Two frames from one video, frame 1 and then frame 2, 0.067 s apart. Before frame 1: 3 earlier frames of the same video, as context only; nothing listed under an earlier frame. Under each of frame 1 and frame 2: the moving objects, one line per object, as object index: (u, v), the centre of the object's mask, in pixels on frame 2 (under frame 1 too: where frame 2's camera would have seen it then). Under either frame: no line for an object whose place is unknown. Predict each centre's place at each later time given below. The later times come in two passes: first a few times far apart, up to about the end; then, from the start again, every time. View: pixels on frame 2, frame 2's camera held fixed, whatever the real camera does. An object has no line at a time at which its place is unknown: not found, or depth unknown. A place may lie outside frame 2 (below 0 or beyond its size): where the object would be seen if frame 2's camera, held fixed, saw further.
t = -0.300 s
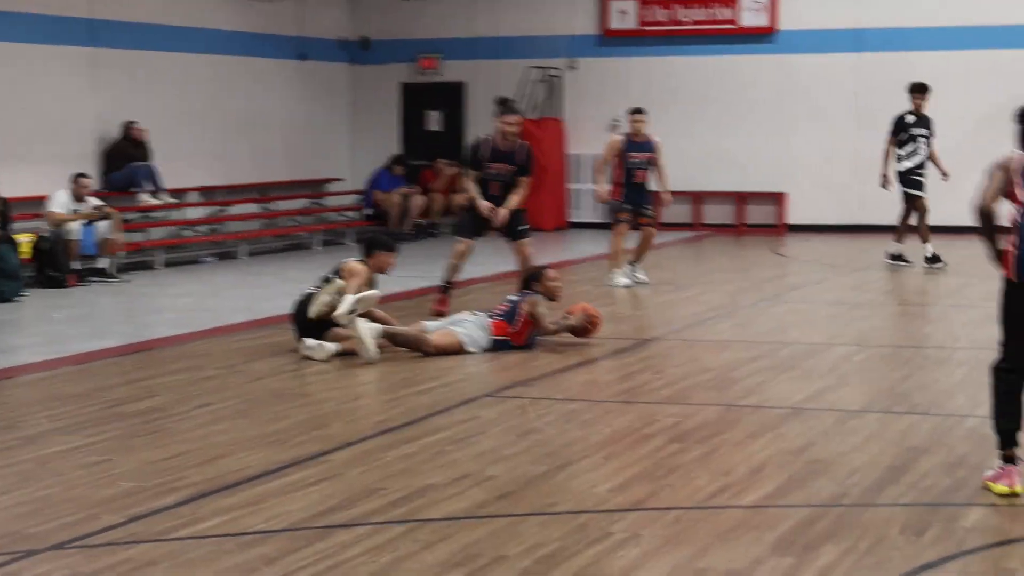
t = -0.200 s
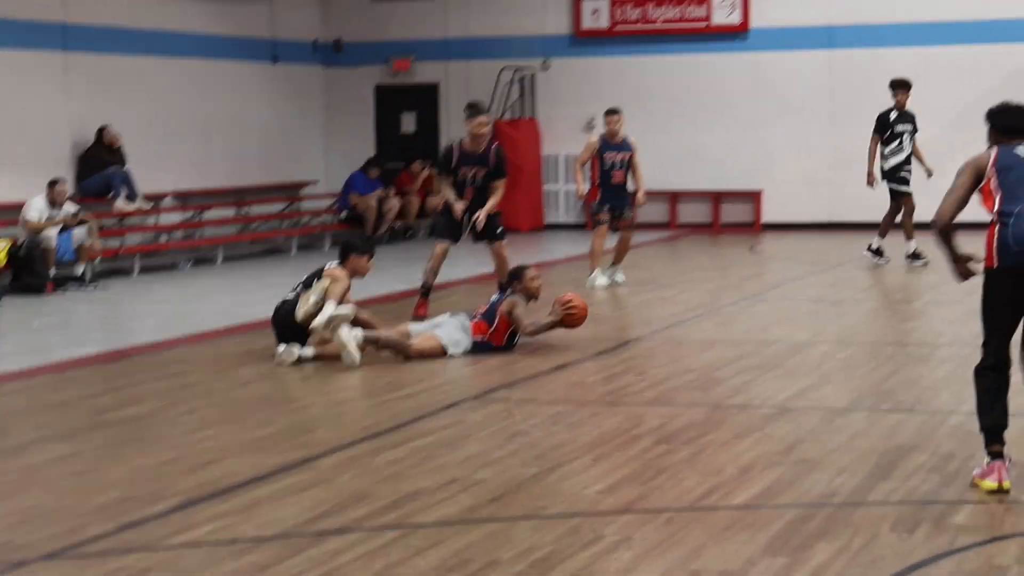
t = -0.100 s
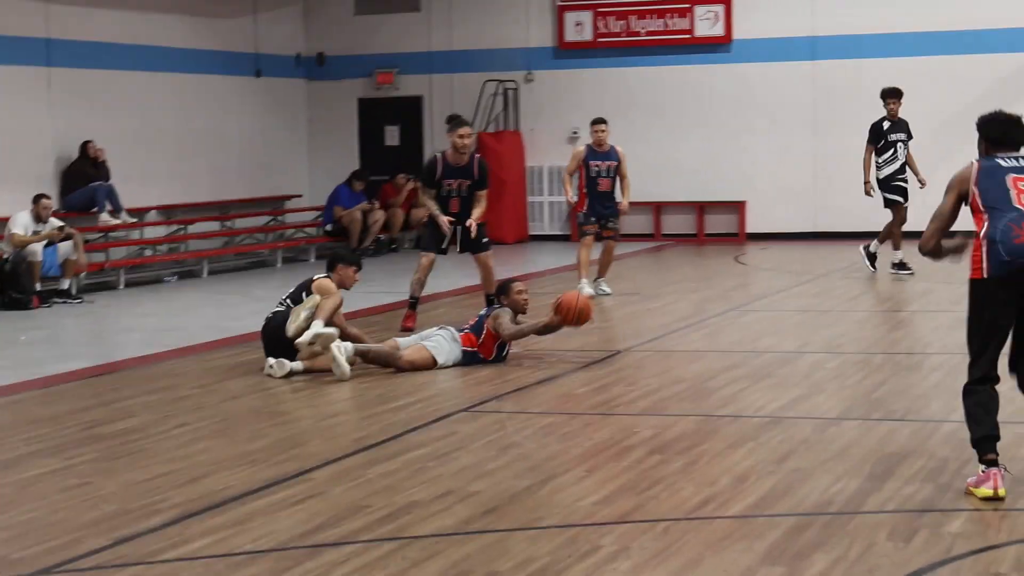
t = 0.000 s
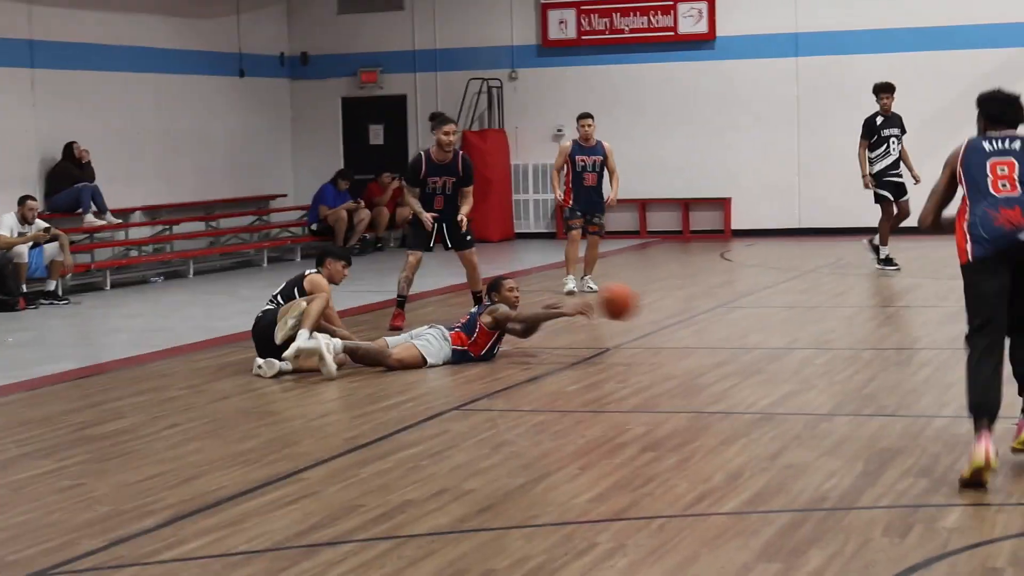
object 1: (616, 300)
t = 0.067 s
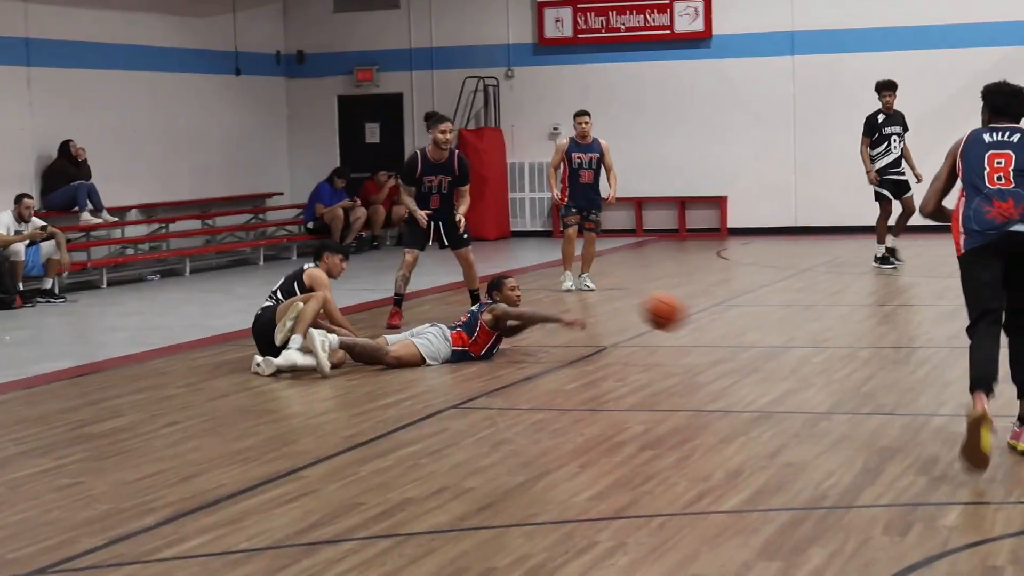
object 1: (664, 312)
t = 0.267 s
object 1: (786, 331)
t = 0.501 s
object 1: (880, 331)
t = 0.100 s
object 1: (688, 320)
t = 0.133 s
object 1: (713, 331)
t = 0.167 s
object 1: (739, 343)
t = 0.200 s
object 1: (761, 347)
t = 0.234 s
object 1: (774, 338)
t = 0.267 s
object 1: (786, 331)
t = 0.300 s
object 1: (799, 326)
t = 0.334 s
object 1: (811, 322)
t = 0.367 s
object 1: (824, 320)
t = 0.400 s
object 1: (837, 320)
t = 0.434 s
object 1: (851, 322)
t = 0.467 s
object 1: (865, 325)
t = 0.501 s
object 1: (880, 331)
